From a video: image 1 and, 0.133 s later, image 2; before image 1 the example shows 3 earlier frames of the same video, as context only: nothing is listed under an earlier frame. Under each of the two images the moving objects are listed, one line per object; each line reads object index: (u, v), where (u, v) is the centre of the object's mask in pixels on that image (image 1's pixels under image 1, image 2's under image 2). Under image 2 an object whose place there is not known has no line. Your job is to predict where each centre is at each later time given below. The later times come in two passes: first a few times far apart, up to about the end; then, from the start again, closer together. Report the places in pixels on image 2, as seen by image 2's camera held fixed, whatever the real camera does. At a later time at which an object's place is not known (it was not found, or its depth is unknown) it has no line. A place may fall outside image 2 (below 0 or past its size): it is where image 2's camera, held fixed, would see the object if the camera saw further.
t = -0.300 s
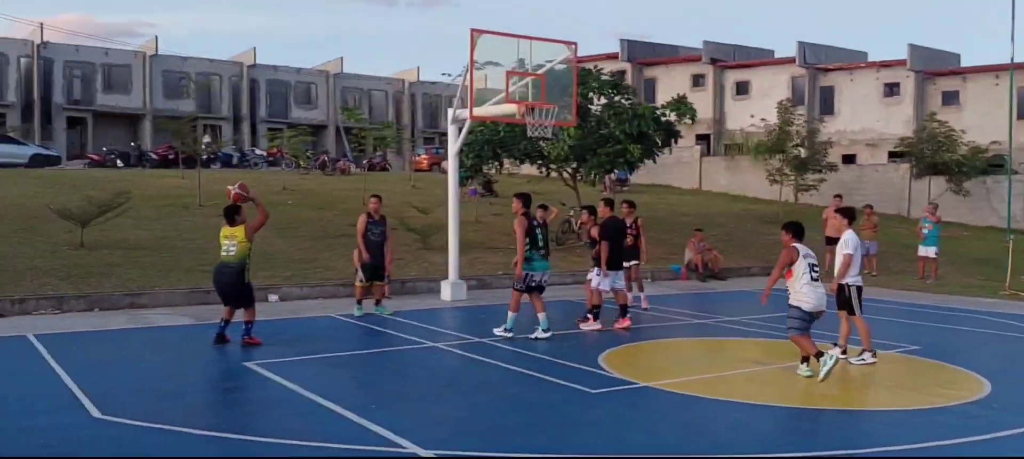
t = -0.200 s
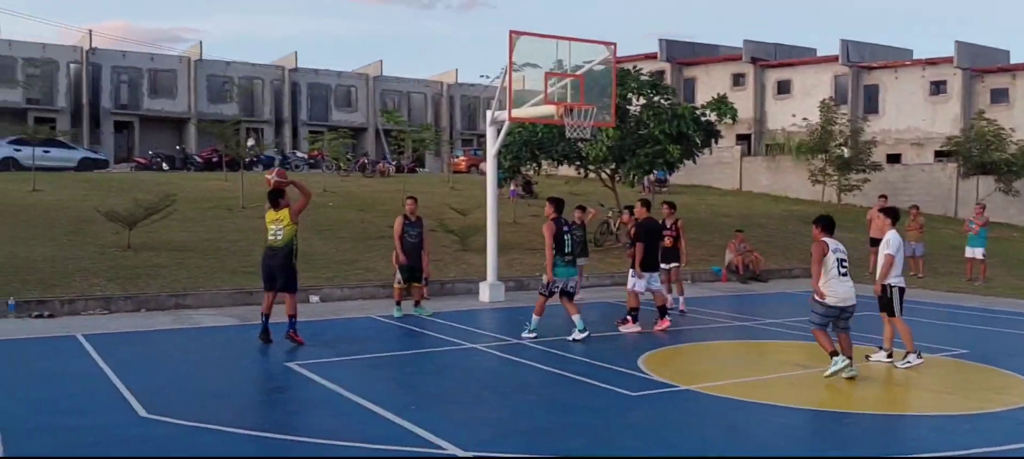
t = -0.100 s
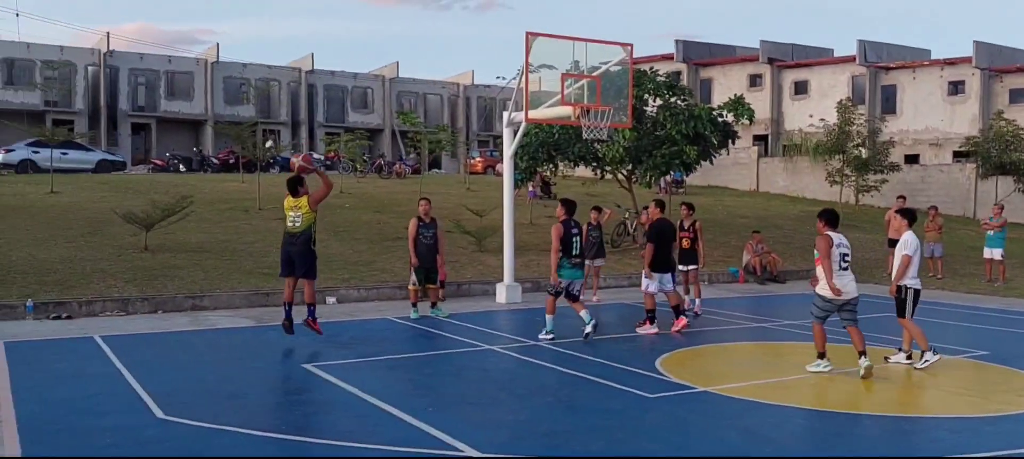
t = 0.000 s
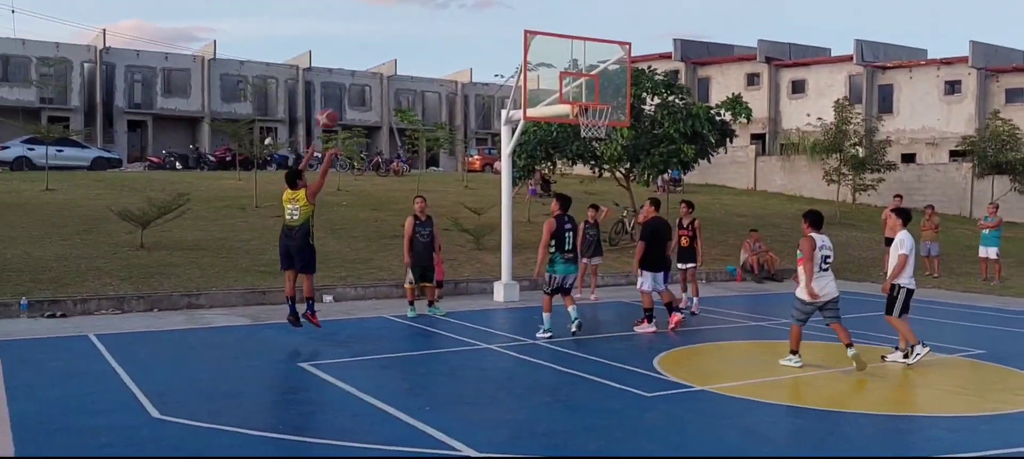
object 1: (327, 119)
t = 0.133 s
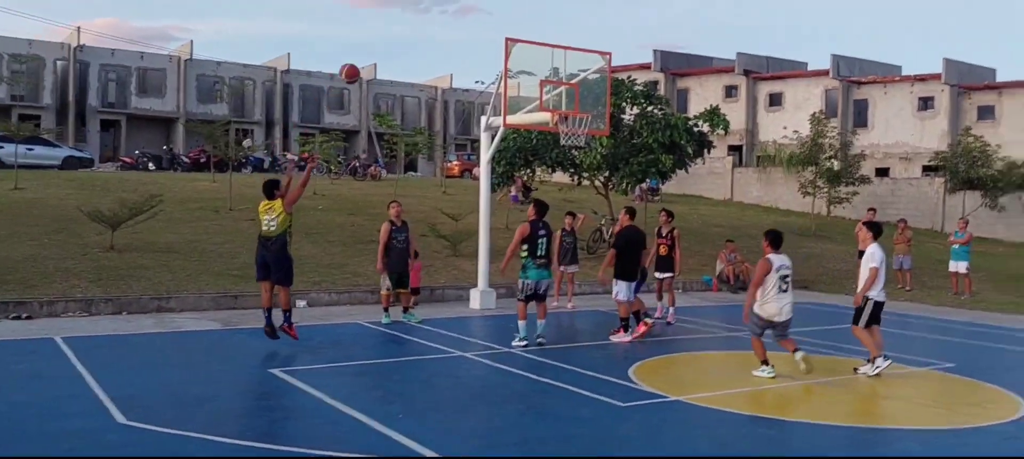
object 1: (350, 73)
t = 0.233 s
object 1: (381, 49)
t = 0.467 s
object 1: (449, 27)
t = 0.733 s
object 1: (520, 55)
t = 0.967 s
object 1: (567, 113)
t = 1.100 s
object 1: (575, 137)
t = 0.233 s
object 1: (381, 49)
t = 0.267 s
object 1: (391, 43)
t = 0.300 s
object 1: (401, 38)
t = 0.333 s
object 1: (411, 34)
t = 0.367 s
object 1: (421, 31)
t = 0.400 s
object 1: (430, 29)
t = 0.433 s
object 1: (440, 28)
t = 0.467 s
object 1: (449, 27)
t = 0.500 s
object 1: (459, 28)
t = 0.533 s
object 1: (467, 29)
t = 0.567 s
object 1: (476, 31)
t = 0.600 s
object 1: (485, 34)
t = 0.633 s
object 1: (494, 38)
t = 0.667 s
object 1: (502, 43)
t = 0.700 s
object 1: (511, 49)
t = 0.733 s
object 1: (520, 55)
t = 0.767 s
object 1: (527, 62)
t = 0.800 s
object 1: (535, 69)
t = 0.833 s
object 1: (543, 78)
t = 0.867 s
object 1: (551, 88)
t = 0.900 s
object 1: (558, 99)
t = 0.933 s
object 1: (565, 108)
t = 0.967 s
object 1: (567, 113)
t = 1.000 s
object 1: (568, 117)
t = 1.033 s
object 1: (571, 122)
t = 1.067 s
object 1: (574, 130)
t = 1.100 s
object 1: (575, 137)
